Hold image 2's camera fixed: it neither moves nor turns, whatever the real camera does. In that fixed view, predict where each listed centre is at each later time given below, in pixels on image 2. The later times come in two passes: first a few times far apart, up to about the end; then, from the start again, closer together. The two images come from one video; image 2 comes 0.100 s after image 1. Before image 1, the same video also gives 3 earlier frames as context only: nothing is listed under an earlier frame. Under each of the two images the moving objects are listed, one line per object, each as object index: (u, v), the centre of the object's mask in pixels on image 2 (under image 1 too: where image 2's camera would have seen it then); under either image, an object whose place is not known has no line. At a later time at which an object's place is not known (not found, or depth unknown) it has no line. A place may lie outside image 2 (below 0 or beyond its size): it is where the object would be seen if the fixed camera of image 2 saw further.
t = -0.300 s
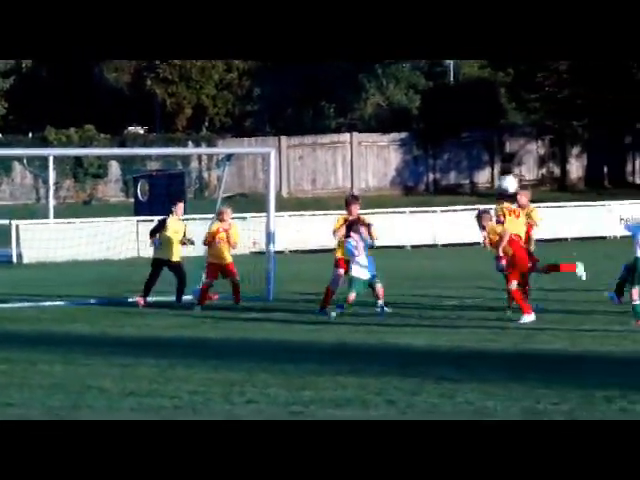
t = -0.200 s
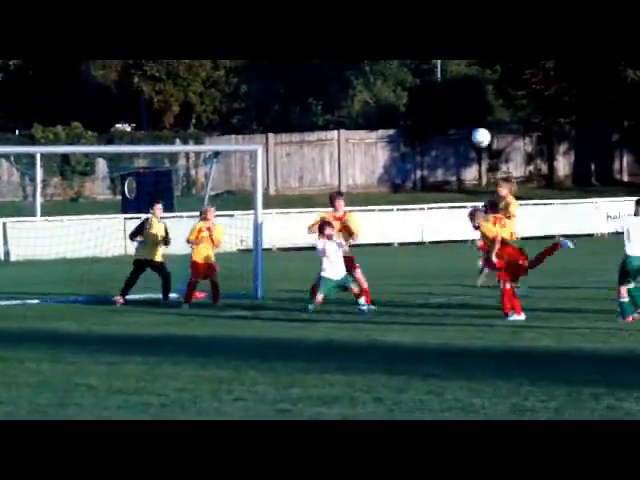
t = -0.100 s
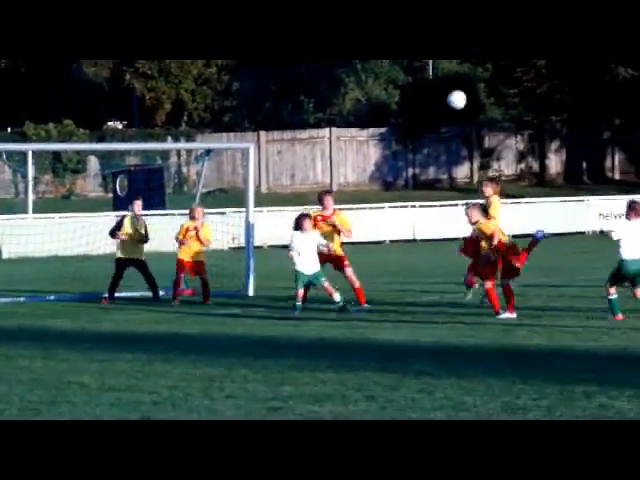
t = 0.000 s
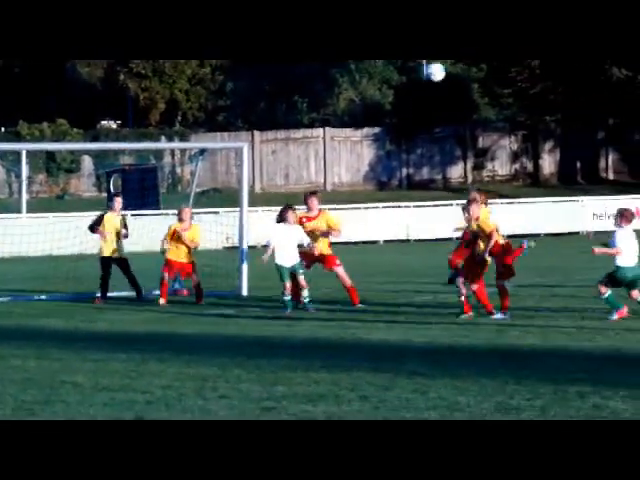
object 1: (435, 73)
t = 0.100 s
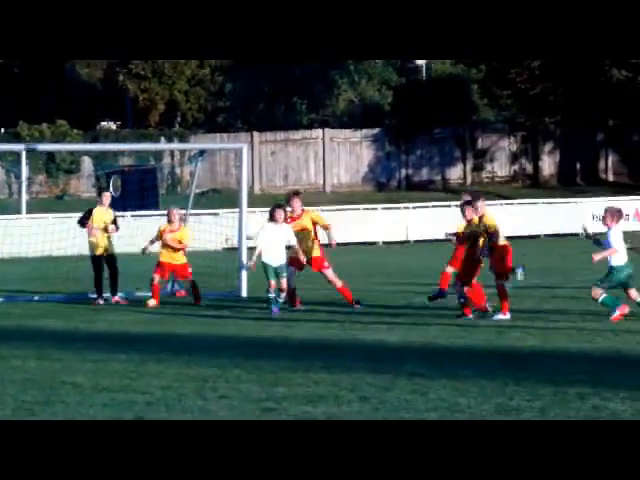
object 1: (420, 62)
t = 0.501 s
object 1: (355, 74)
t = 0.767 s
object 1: (314, 175)
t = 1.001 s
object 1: (282, 321)
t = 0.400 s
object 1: (372, 60)
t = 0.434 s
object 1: (366, 62)
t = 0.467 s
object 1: (360, 66)
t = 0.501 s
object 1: (355, 74)
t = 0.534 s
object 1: (351, 82)
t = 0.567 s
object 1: (344, 92)
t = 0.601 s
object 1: (339, 103)
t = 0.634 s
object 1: (333, 115)
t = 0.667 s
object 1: (328, 128)
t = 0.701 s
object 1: (325, 142)
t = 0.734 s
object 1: (321, 157)
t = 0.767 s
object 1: (314, 175)
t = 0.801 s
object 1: (310, 192)
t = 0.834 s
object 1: (303, 210)
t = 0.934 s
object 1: (291, 273)
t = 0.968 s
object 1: (286, 297)
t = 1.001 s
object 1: (282, 321)
